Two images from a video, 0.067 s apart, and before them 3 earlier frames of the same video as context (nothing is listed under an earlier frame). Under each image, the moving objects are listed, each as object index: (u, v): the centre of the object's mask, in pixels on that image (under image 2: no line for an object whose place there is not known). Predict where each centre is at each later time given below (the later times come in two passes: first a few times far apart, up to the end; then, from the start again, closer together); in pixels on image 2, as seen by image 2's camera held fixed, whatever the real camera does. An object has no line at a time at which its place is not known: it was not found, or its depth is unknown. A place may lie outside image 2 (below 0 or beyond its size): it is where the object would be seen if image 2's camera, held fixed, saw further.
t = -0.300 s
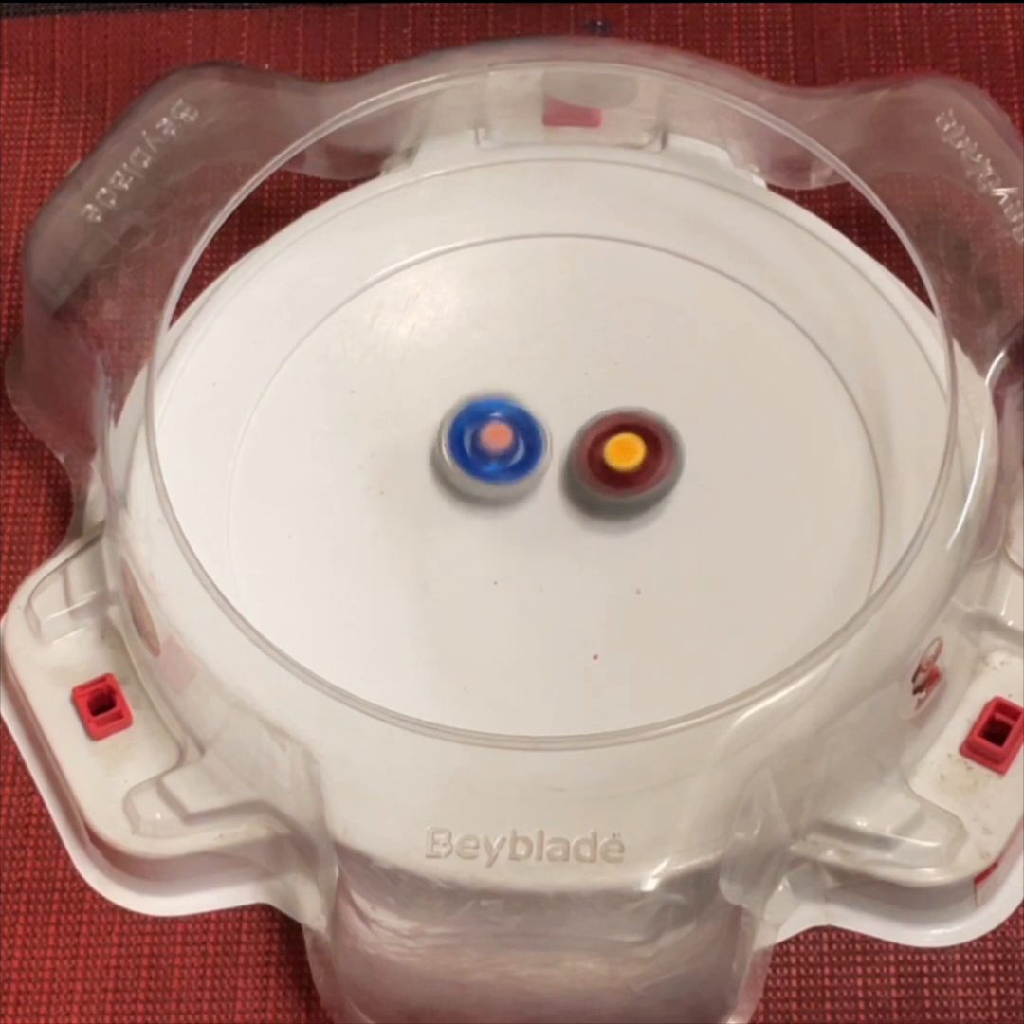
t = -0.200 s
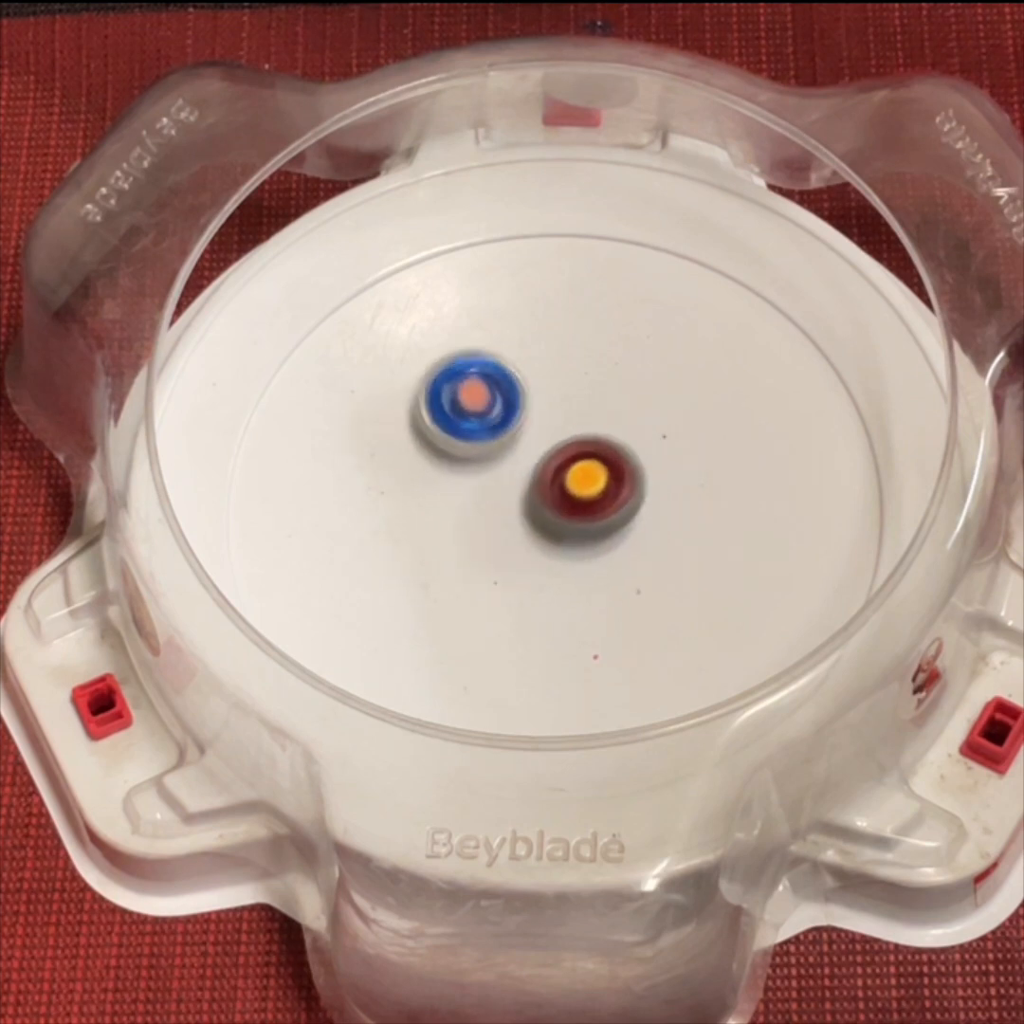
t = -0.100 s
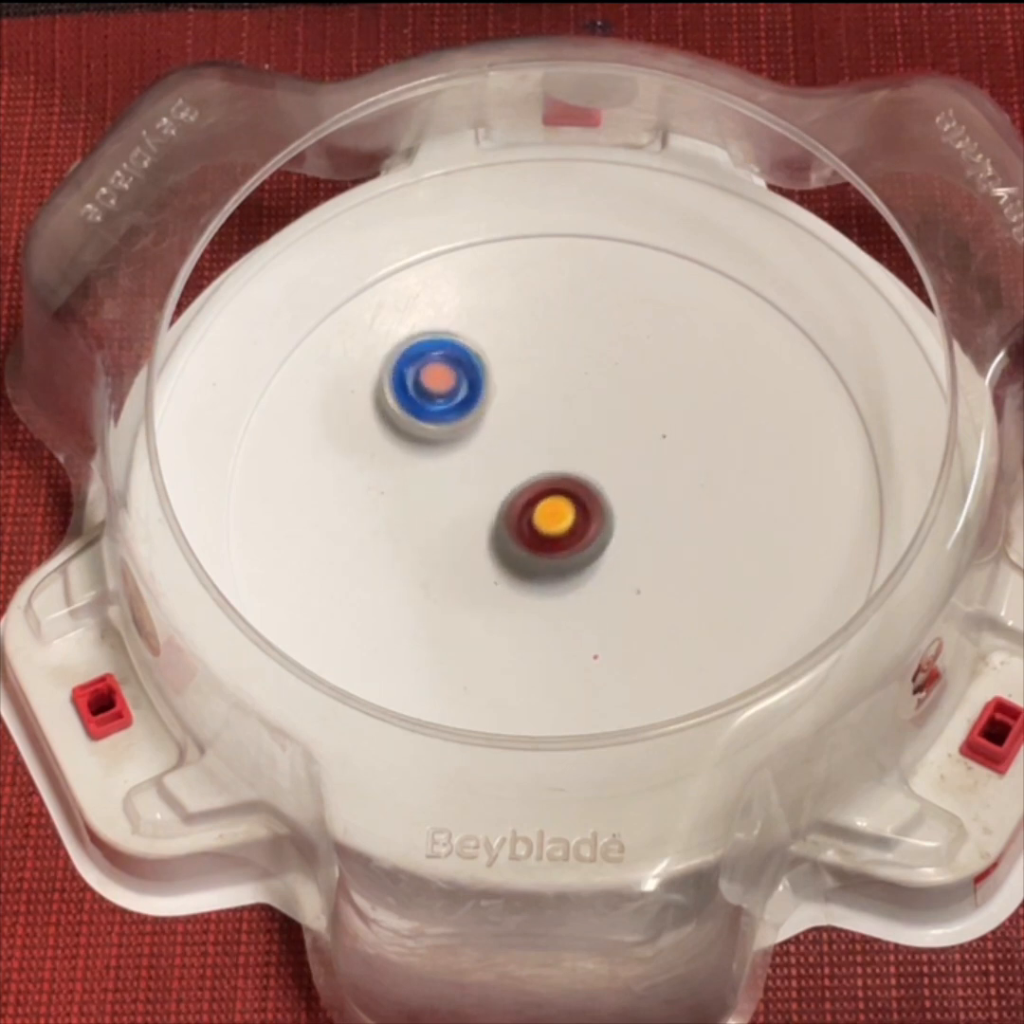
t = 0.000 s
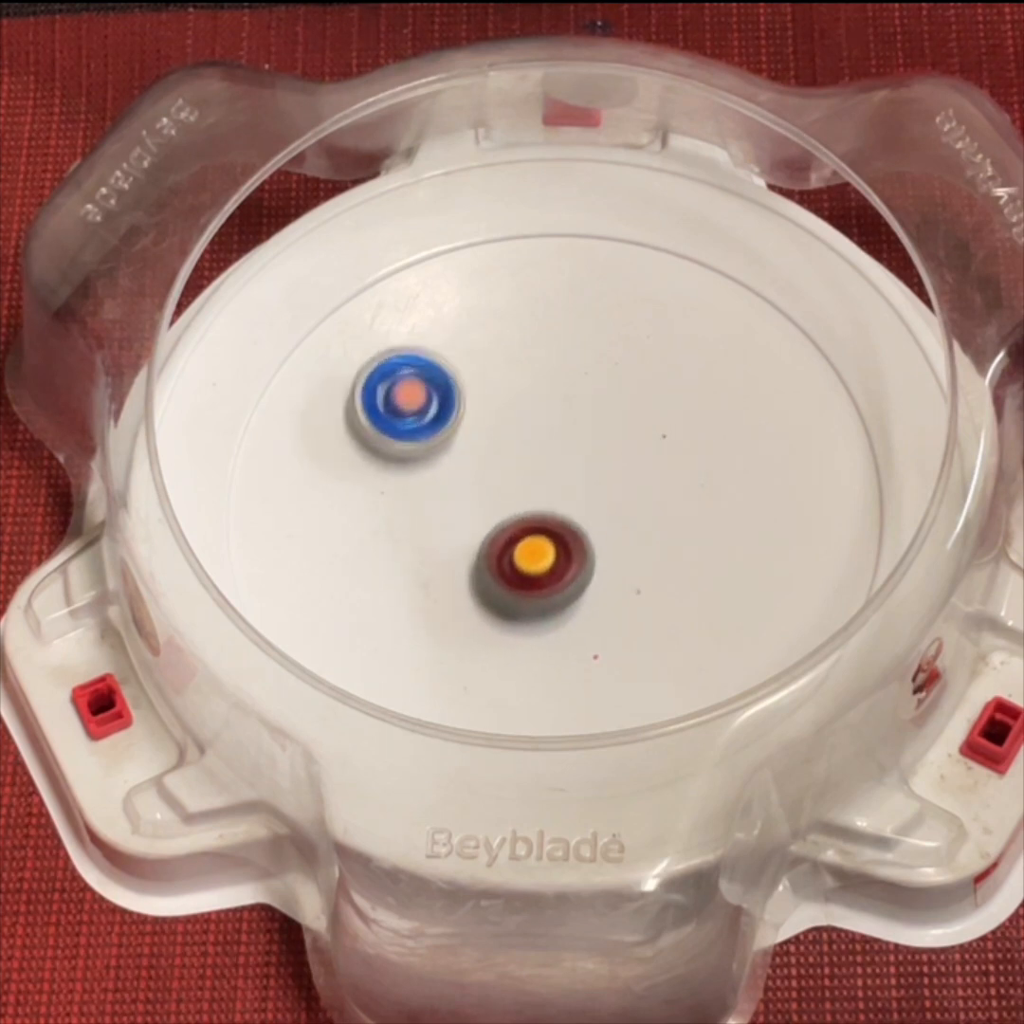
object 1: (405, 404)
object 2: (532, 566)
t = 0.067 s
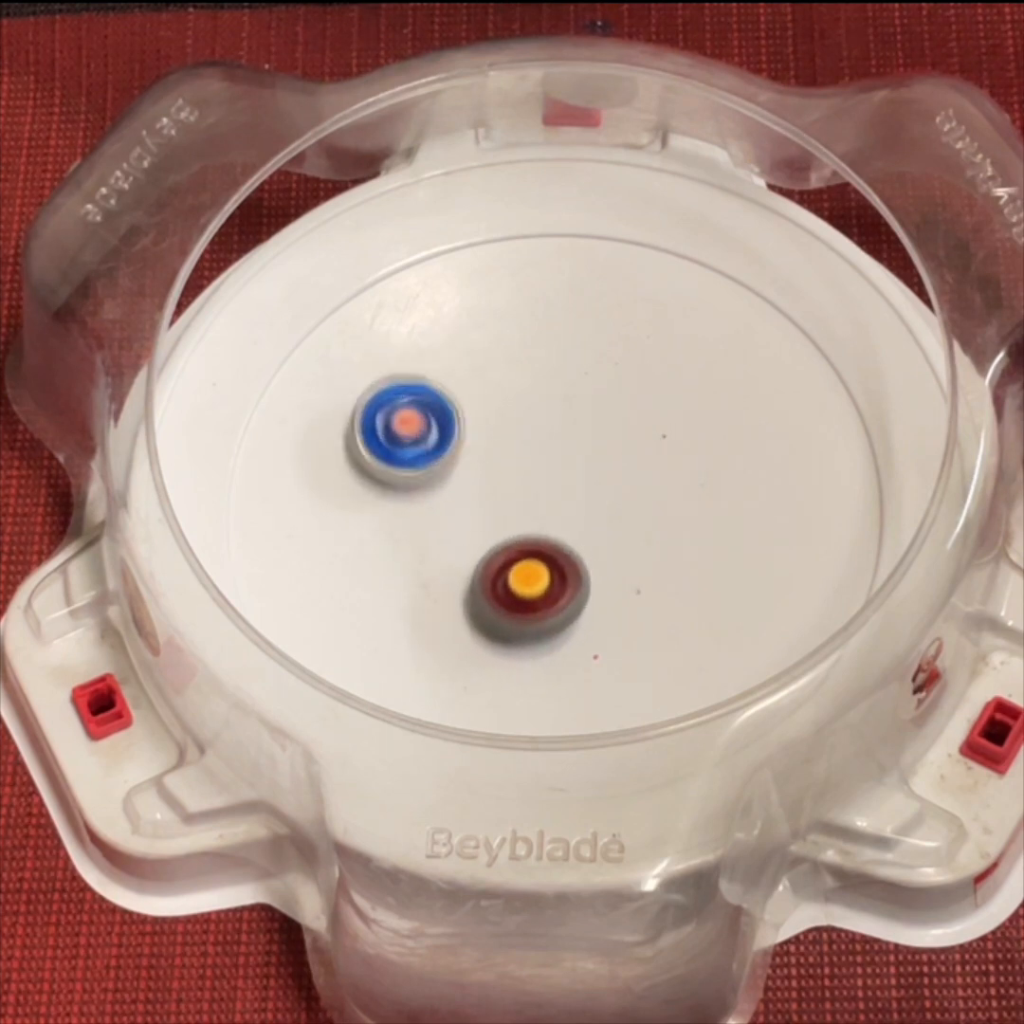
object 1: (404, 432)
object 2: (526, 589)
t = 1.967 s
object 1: (673, 377)
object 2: (338, 655)
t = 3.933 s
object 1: (727, 497)
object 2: (312, 521)
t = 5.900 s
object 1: (441, 423)
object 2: (466, 621)
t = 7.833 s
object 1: (533, 548)
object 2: (238, 503)
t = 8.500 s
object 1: (693, 447)
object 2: (544, 460)
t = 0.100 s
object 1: (413, 448)
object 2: (525, 600)
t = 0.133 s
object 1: (426, 462)
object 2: (525, 610)
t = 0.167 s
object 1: (444, 473)
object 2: (526, 618)
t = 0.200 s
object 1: (465, 482)
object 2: (530, 625)
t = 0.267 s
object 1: (511, 490)
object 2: (538, 634)
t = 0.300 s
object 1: (533, 488)
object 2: (544, 636)
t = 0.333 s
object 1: (554, 484)
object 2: (549, 635)
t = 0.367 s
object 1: (573, 478)
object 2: (554, 632)
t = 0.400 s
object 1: (591, 469)
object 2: (558, 628)
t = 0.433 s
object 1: (606, 460)
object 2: (560, 621)
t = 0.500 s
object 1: (632, 438)
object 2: (560, 604)
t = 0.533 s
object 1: (639, 426)
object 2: (557, 594)
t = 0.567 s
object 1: (644, 412)
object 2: (553, 584)
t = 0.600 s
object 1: (646, 398)
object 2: (548, 573)
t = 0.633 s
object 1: (644, 385)
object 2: (541, 561)
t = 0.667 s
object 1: (636, 375)
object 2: (532, 550)
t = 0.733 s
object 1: (612, 365)
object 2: (511, 529)
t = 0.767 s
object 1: (597, 369)
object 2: (500, 519)
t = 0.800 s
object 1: (581, 376)
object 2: (487, 511)
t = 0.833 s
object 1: (568, 387)
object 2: (475, 504)
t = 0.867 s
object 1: (556, 402)
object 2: (463, 497)
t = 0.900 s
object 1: (548, 420)
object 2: (451, 493)
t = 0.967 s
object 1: (558, 454)
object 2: (411, 492)
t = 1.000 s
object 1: (574, 469)
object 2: (389, 497)
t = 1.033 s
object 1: (590, 481)
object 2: (374, 502)
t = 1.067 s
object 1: (606, 491)
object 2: (363, 508)
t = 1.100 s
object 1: (621, 497)
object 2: (354, 516)
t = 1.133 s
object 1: (639, 501)
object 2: (349, 524)
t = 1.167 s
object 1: (656, 504)
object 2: (348, 532)
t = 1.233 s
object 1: (688, 503)
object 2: (355, 549)
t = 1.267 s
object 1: (702, 499)
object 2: (363, 556)
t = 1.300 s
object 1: (712, 493)
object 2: (372, 562)
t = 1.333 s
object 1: (720, 485)
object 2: (385, 566)
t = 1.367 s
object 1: (722, 477)
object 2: (401, 569)
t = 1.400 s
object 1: (721, 469)
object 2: (418, 570)
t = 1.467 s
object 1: (703, 459)
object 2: (454, 565)
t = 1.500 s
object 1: (689, 458)
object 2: (473, 559)
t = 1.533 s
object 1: (674, 459)
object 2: (491, 551)
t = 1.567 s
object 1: (654, 464)
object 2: (508, 542)
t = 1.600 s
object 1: (638, 472)
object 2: (525, 531)
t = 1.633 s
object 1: (669, 461)
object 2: (487, 537)
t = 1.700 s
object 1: (752, 426)
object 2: (366, 563)
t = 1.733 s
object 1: (772, 413)
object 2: (330, 572)
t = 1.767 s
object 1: (777, 403)
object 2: (309, 581)
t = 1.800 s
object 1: (770, 393)
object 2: (301, 592)
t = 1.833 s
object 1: (756, 382)
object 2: (303, 603)
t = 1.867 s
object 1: (740, 374)
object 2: (310, 615)
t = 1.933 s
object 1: (697, 371)
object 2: (324, 647)
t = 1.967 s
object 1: (673, 377)
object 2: (338, 655)
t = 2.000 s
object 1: (650, 386)
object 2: (360, 653)
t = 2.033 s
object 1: (628, 397)
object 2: (378, 658)
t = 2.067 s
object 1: (608, 410)
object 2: (397, 661)
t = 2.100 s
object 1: (588, 424)
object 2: (418, 662)
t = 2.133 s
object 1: (571, 439)
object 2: (440, 658)
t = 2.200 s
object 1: (539, 472)
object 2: (483, 638)
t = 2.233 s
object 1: (525, 488)
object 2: (503, 624)
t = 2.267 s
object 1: (513, 503)
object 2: (522, 609)
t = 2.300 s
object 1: (508, 453)
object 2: (534, 664)
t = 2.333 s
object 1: (505, 394)
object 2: (546, 725)
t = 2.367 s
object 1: (503, 347)
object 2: (564, 770)
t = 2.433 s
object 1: (496, 293)
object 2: (606, 797)
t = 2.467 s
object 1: (492, 280)
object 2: (632, 802)
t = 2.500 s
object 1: (482, 280)
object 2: (660, 809)
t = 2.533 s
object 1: (468, 285)
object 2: (682, 808)
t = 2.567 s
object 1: (454, 291)
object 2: (708, 807)
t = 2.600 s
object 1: (439, 298)
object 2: (731, 801)
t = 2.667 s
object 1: (412, 312)
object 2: (755, 776)
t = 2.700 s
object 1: (399, 323)
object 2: (768, 765)
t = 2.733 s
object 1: (388, 332)
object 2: (780, 748)
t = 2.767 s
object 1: (377, 343)
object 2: (784, 726)
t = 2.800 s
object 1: (366, 353)
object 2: (789, 709)
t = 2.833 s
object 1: (355, 365)
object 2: (793, 690)
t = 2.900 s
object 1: (337, 394)
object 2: (777, 636)
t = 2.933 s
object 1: (331, 411)
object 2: (783, 617)
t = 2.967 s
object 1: (328, 429)
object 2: (781, 593)
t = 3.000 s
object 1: (329, 448)
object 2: (771, 564)
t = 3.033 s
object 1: (333, 468)
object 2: (756, 536)
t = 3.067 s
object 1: (341, 487)
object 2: (740, 509)
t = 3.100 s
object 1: (352, 505)
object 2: (719, 482)
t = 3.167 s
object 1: (382, 536)
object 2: (670, 432)
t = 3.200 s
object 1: (398, 549)
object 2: (644, 411)
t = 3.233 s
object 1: (417, 561)
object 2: (614, 390)
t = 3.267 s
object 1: (436, 571)
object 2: (585, 373)
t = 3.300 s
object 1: (457, 579)
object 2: (553, 356)
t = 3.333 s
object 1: (477, 586)
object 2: (522, 343)
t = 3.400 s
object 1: (517, 593)
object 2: (457, 325)
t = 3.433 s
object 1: (536, 595)
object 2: (426, 318)
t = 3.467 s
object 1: (556, 596)
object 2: (395, 317)
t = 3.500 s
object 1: (575, 596)
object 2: (366, 319)
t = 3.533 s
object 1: (593, 595)
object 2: (342, 324)
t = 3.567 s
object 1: (611, 591)
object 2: (321, 331)
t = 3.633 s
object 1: (645, 584)
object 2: (289, 354)
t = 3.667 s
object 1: (661, 579)
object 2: (280, 371)
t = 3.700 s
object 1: (675, 572)
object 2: (272, 387)
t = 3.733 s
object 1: (689, 564)
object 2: (267, 405)
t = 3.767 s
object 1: (699, 556)
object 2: (266, 423)
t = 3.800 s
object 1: (711, 546)
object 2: (268, 442)
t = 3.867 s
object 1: (724, 523)
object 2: (284, 481)
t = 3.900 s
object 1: (728, 510)
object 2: (297, 501)
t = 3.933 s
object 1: (727, 497)
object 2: (312, 521)
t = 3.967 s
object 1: (725, 484)
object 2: (331, 539)
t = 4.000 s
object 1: (719, 472)
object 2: (352, 556)
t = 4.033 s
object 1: (709, 461)
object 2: (377, 571)
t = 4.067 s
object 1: (695, 452)
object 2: (405, 585)
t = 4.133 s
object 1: (660, 443)
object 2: (465, 604)
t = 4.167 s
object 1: (641, 440)
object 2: (496, 609)
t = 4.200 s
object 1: (619, 441)
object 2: (529, 612)
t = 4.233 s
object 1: (600, 443)
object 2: (562, 614)
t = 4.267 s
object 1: (581, 447)
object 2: (593, 611)
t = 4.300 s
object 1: (562, 452)
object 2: (622, 607)
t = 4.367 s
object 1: (525, 466)
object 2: (675, 594)
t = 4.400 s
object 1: (510, 475)
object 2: (698, 585)
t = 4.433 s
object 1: (496, 483)
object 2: (719, 573)
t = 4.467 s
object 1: (480, 494)
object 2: (736, 561)
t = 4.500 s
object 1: (467, 503)
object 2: (750, 548)
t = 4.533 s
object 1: (455, 514)
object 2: (762, 535)
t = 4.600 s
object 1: (436, 534)
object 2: (778, 507)
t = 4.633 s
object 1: (428, 545)
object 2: (780, 493)
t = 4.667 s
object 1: (420, 556)
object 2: (780, 479)
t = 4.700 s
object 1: (415, 567)
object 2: (776, 466)
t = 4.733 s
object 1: (411, 579)
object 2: (768, 453)
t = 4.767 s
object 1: (410, 590)
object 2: (756, 443)
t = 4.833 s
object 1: (414, 613)
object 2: (726, 428)
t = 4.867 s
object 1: (421, 623)
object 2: (709, 423)
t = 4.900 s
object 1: (432, 632)
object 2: (690, 420)
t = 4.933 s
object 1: (444, 637)
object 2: (670, 419)
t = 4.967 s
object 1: (459, 640)
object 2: (650, 419)
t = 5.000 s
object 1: (474, 638)
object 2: (627, 422)
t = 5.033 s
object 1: (490, 634)
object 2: (605, 426)
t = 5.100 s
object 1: (518, 617)
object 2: (559, 436)
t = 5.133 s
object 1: (530, 606)
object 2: (537, 442)
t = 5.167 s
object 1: (540, 593)
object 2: (514, 450)
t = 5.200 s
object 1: (548, 579)
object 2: (492, 458)
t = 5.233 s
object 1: (555, 564)
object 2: (471, 468)
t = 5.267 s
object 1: (559, 550)
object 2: (452, 478)
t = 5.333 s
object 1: (564, 519)
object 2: (416, 501)
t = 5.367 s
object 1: (563, 505)
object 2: (401, 513)
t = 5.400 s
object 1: (561, 491)
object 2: (388, 525)
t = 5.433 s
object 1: (558, 478)
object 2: (378, 535)
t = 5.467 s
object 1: (555, 465)
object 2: (368, 548)
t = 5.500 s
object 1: (550, 451)
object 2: (361, 560)
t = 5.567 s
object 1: (538, 429)
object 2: (353, 583)
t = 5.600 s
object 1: (530, 419)
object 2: (353, 594)
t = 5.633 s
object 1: (521, 410)
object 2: (357, 605)
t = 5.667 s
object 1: (512, 403)
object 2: (364, 614)
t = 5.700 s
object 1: (502, 396)
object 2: (373, 623)
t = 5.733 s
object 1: (489, 394)
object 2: (386, 629)
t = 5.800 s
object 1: (465, 396)
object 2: (417, 632)
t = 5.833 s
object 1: (455, 403)
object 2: (434, 631)
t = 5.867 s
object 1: (446, 411)
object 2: (450, 627)
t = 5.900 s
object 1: (441, 423)
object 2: (466, 621)
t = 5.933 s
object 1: (440, 436)
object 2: (482, 613)
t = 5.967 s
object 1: (442, 449)
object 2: (497, 604)
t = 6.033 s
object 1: (454, 476)
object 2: (525, 583)
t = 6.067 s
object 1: (464, 488)
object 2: (539, 570)
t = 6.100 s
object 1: (476, 484)
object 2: (559, 576)
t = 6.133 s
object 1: (487, 473)
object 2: (584, 596)
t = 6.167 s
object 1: (499, 463)
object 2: (611, 620)
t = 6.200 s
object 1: (512, 452)
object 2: (636, 629)
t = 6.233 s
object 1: (525, 448)
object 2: (657, 629)
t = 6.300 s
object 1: (545, 456)
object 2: (692, 620)
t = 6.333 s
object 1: (556, 464)
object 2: (710, 609)
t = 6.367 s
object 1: (567, 472)
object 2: (722, 601)
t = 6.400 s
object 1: (577, 480)
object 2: (732, 593)
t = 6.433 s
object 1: (587, 488)
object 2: (742, 587)
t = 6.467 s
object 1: (597, 496)
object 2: (751, 580)
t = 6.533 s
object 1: (616, 508)
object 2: (763, 565)
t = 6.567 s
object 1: (625, 514)
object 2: (763, 557)
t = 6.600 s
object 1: (635, 521)
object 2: (760, 548)
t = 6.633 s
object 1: (635, 525)
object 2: (761, 543)
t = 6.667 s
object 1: (618, 525)
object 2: (778, 540)
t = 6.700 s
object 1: (606, 526)
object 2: (781, 534)
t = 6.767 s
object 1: (592, 537)
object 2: (774, 520)
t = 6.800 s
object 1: (588, 546)
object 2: (765, 515)
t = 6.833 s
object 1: (585, 554)
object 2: (753, 511)
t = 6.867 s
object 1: (582, 563)
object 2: (740, 507)
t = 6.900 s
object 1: (579, 571)
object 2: (725, 504)
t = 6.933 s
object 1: (577, 579)
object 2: (708, 501)
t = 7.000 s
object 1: (575, 592)
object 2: (671, 497)
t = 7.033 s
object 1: (574, 597)
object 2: (650, 495)
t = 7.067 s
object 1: (573, 601)
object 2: (629, 494)
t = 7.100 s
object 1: (574, 602)
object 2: (607, 493)
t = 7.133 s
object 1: (573, 603)
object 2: (583, 491)
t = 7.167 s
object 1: (572, 602)
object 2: (559, 490)
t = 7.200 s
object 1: (571, 599)
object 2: (534, 490)
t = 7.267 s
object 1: (566, 590)
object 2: (486, 490)
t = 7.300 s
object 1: (561, 584)
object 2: (464, 491)
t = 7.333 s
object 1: (556, 579)
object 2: (441, 492)
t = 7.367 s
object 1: (550, 573)
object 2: (421, 493)
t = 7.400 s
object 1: (541, 566)
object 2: (403, 495)
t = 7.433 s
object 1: (534, 560)
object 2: (386, 496)
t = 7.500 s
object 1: (515, 550)
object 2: (357, 499)
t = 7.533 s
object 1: (506, 545)
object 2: (347, 501)
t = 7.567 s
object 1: (496, 541)
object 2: (336, 503)
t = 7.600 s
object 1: (486, 538)
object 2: (329, 505)
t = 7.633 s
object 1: (476, 535)
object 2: (322, 508)
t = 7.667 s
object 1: (466, 533)
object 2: (317, 512)
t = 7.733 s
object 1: (449, 531)
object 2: (317, 520)
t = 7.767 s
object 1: (442, 531)
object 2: (323, 524)
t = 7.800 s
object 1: (482, 541)
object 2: (278, 514)
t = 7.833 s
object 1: (533, 548)
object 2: (238, 503)
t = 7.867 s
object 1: (573, 550)
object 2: (242, 499)
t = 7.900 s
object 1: (603, 550)
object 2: (253, 501)
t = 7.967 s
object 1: (635, 542)
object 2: (283, 507)
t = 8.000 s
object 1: (644, 536)
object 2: (299, 510)
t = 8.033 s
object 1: (655, 530)
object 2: (316, 511)
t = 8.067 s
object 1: (663, 525)
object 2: (330, 509)
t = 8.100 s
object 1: (673, 520)
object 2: (344, 506)
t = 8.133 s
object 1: (682, 514)
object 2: (356, 501)
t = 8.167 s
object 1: (691, 508)
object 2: (369, 496)
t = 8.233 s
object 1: (707, 494)
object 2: (399, 488)
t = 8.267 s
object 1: (711, 487)
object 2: (418, 484)
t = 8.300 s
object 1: (713, 480)
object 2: (437, 480)
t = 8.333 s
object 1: (714, 472)
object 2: (459, 477)
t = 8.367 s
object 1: (712, 464)
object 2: (481, 472)
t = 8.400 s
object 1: (706, 457)
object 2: (503, 469)
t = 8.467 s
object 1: (684, 449)
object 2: (549, 464)
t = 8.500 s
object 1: (693, 447)
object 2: (544, 460)
